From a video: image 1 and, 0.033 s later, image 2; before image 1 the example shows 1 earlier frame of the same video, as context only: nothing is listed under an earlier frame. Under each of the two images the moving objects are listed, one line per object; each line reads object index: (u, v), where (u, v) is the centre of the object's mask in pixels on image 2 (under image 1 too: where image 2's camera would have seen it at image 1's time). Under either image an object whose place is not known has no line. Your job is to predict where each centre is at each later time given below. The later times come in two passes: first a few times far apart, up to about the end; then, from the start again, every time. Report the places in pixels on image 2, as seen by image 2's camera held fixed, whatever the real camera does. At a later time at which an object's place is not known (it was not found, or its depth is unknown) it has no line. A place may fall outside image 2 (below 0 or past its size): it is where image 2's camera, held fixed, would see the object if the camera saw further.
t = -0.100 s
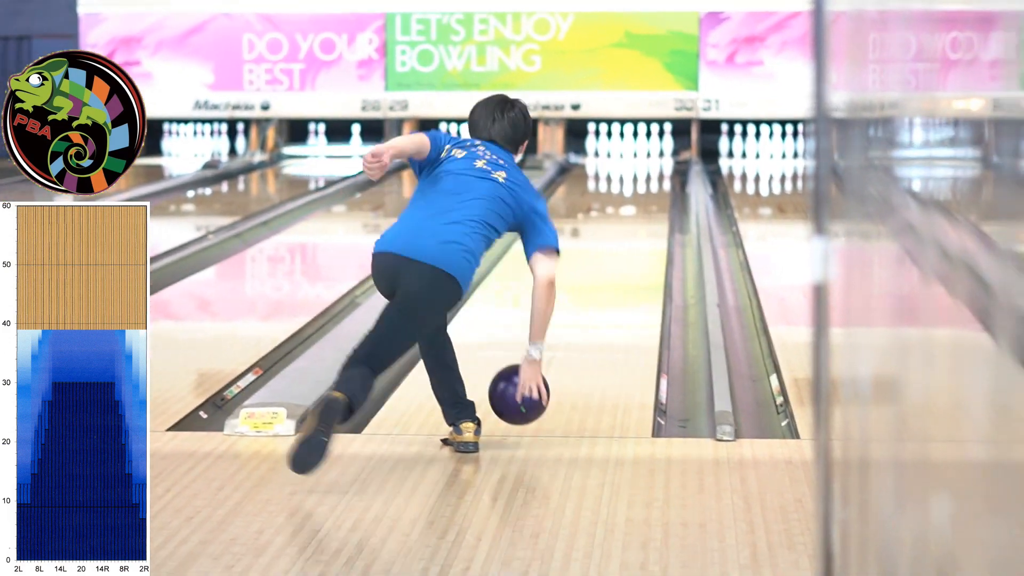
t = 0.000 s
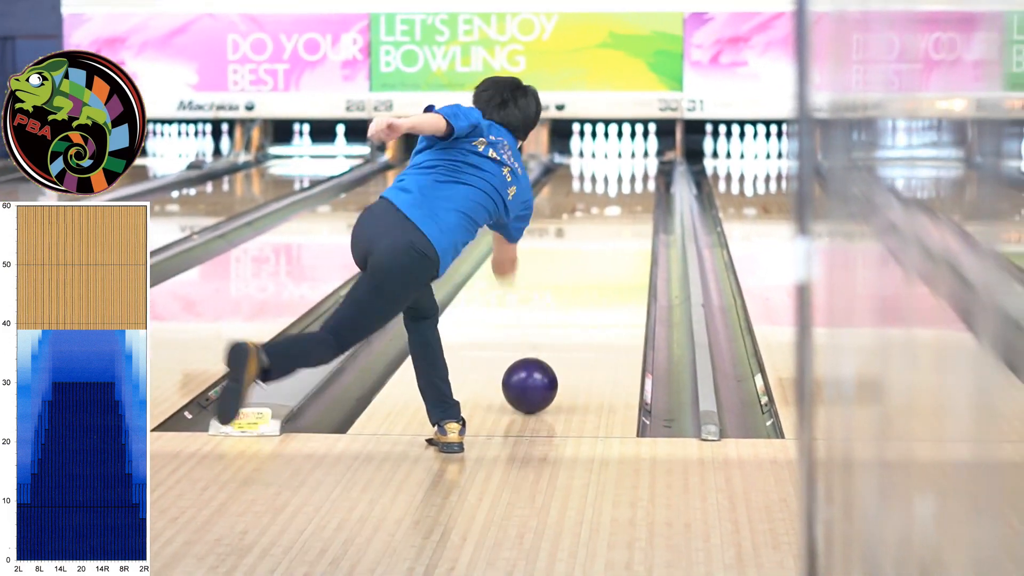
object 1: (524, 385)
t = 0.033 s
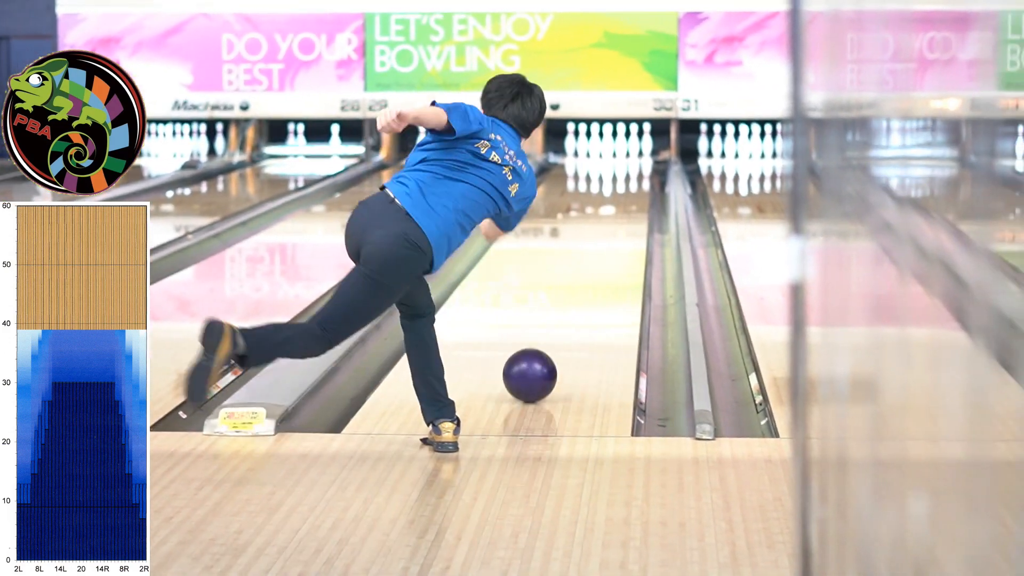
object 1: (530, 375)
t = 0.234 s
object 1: (556, 328)
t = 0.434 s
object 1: (575, 292)
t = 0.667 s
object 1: (592, 259)
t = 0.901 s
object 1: (604, 235)
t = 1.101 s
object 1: (612, 217)
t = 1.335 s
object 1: (619, 200)
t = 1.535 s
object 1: (623, 188)
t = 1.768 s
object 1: (627, 176)
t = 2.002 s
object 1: (626, 166)
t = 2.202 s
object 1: (622, 158)
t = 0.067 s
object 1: (535, 366)
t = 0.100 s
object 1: (540, 358)
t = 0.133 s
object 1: (544, 350)
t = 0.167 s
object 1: (548, 342)
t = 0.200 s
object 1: (552, 335)
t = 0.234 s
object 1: (556, 328)
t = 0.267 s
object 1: (560, 321)
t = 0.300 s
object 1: (563, 315)
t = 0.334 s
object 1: (567, 309)
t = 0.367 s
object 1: (570, 303)
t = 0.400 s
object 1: (573, 297)
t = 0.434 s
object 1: (575, 292)
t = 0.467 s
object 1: (578, 286)
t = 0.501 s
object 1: (581, 281)
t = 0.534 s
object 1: (583, 276)
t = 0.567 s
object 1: (585, 271)
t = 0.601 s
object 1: (588, 267)
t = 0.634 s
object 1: (590, 263)
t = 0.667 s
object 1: (592, 259)
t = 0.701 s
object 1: (594, 256)
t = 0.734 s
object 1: (596, 252)
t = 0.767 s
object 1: (598, 248)
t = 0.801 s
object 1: (599, 245)
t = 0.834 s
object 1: (601, 241)
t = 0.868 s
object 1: (602, 238)
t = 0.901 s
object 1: (604, 235)
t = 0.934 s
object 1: (605, 232)
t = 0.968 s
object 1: (607, 229)
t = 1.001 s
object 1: (608, 226)
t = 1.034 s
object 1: (610, 223)
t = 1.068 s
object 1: (611, 220)
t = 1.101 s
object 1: (612, 217)
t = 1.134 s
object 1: (613, 215)
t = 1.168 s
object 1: (614, 212)
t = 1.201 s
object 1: (615, 210)
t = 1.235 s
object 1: (616, 207)
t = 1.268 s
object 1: (617, 205)
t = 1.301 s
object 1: (618, 203)
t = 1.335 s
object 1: (619, 200)
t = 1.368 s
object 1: (620, 198)
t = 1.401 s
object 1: (621, 196)
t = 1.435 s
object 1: (621, 194)
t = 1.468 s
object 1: (622, 192)
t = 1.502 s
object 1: (623, 190)
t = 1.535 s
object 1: (623, 188)
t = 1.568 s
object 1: (624, 186)
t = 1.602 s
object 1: (625, 185)
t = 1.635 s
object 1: (625, 183)
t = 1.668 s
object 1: (625, 181)
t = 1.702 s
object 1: (626, 180)
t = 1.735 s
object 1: (626, 178)
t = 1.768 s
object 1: (627, 176)
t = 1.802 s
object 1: (627, 174)
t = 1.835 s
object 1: (627, 173)
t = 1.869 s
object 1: (627, 172)
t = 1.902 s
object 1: (626, 170)
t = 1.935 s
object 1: (626, 169)
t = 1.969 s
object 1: (626, 167)
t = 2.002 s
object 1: (626, 166)
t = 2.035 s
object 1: (625, 164)
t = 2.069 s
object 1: (625, 163)
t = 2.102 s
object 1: (624, 162)
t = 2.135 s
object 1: (623, 160)
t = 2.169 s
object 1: (623, 159)
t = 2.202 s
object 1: (622, 158)
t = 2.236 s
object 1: (621, 157)
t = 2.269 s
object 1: (620, 156)
